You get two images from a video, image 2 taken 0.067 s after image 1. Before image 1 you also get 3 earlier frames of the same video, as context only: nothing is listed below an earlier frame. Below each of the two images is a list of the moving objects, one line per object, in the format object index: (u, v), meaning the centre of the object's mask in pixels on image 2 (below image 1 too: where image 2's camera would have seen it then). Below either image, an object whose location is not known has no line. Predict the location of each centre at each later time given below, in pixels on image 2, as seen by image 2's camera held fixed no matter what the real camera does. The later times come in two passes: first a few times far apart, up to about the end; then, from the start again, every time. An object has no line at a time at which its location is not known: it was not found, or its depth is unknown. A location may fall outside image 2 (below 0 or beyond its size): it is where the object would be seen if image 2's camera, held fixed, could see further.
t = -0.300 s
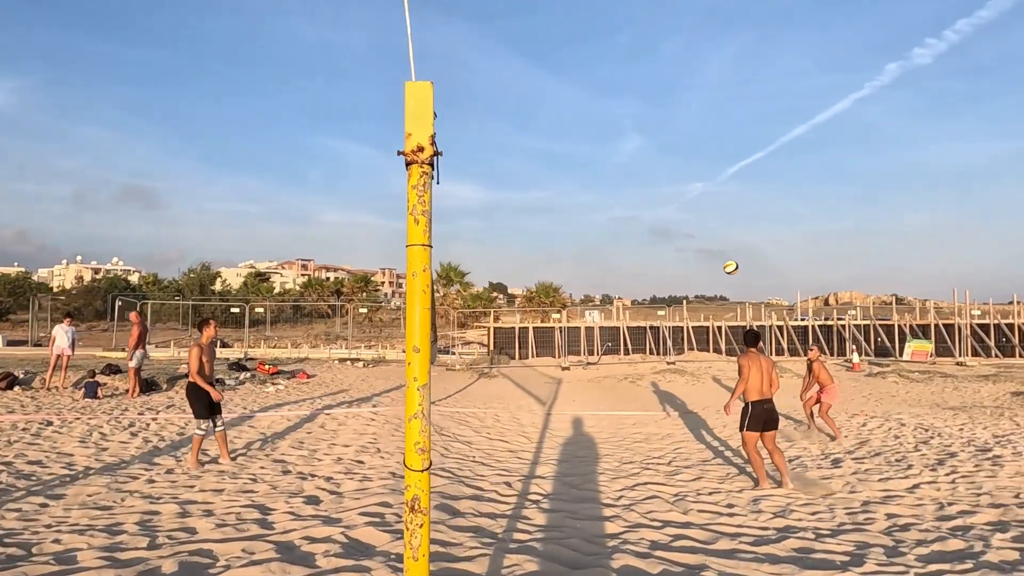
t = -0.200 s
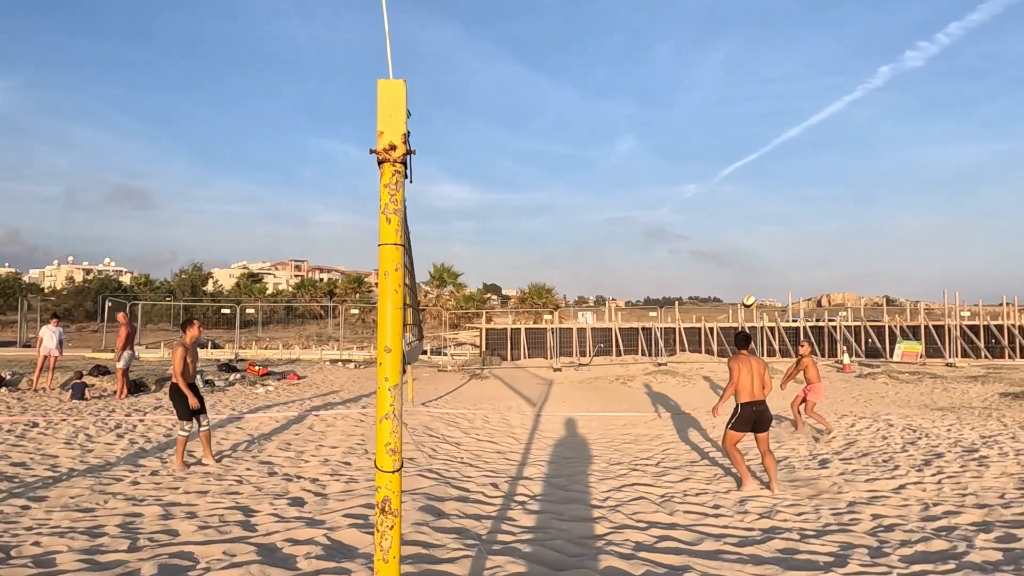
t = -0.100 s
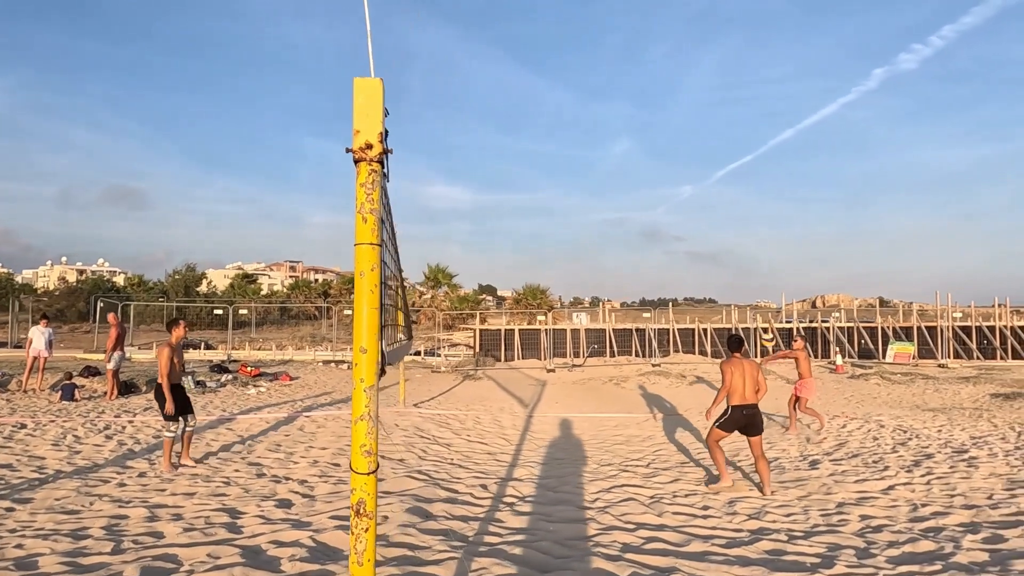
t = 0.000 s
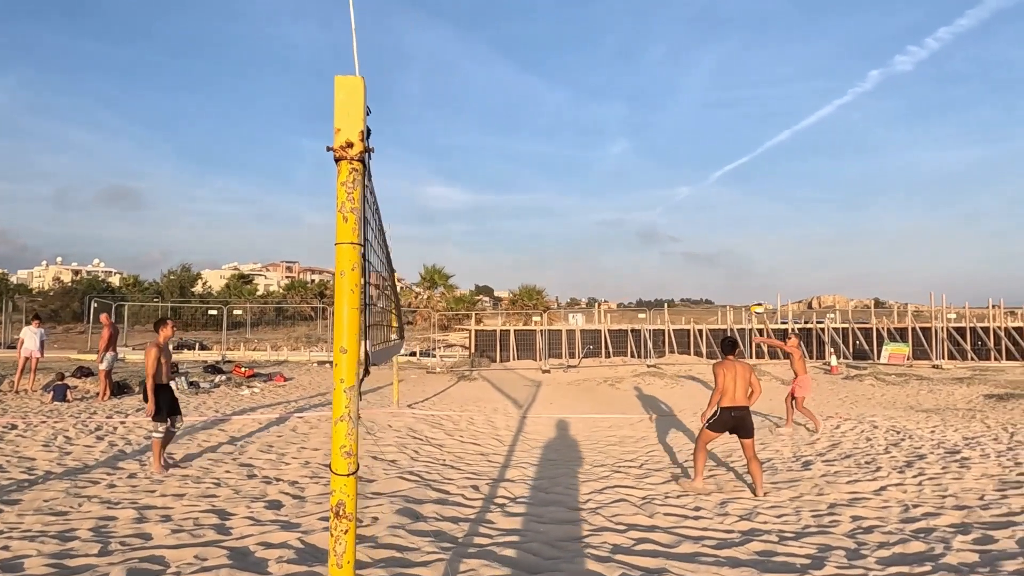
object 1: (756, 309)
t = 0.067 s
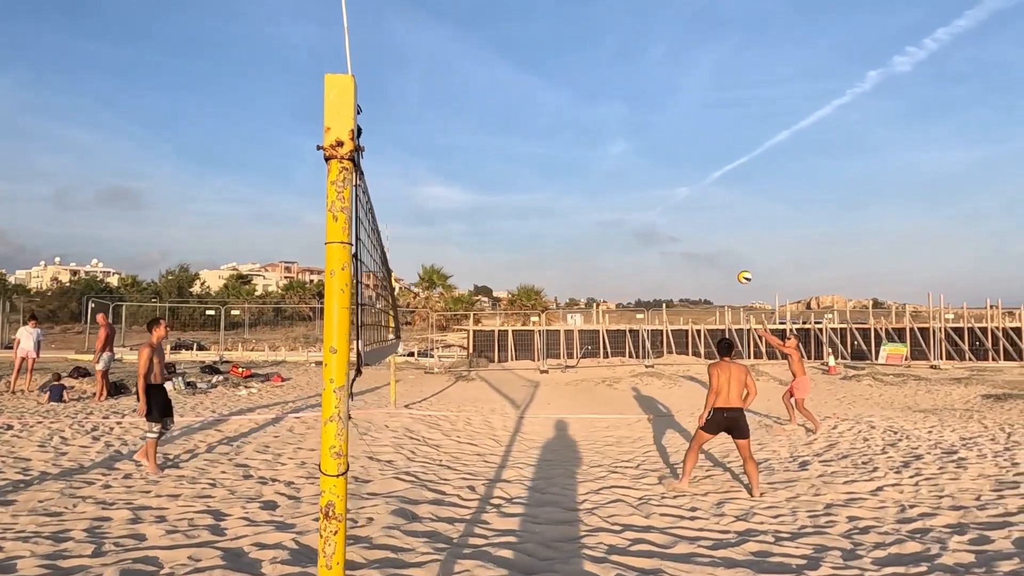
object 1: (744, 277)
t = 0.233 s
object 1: (720, 208)
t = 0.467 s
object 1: (689, 140)
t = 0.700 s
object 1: (660, 105)
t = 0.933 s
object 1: (634, 107)
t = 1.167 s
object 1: (608, 146)
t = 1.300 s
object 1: (594, 185)
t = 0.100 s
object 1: (739, 262)
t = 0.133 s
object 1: (734, 248)
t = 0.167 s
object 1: (729, 234)
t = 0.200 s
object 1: (724, 221)
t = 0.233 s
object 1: (720, 208)
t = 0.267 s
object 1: (715, 196)
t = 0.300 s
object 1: (711, 185)
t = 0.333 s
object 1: (706, 174)
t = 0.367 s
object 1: (702, 165)
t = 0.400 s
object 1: (698, 156)
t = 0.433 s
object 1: (693, 147)
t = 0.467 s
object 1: (689, 140)
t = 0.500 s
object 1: (685, 133)
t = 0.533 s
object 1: (680, 126)
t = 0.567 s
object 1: (676, 121)
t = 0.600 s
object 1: (672, 116)
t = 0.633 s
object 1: (669, 112)
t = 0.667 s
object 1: (665, 108)
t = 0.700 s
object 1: (660, 105)
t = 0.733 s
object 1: (657, 103)
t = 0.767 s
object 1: (653, 102)
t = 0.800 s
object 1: (649, 101)
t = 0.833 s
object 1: (645, 102)
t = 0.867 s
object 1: (642, 103)
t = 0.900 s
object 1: (638, 105)
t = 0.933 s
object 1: (634, 107)
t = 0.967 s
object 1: (630, 110)
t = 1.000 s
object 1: (626, 114)
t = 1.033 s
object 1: (623, 119)
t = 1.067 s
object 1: (619, 125)
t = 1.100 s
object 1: (616, 131)
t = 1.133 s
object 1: (612, 138)
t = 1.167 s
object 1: (608, 146)
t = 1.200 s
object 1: (605, 155)
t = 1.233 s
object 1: (602, 164)
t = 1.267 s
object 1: (598, 174)
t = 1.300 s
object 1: (594, 185)
